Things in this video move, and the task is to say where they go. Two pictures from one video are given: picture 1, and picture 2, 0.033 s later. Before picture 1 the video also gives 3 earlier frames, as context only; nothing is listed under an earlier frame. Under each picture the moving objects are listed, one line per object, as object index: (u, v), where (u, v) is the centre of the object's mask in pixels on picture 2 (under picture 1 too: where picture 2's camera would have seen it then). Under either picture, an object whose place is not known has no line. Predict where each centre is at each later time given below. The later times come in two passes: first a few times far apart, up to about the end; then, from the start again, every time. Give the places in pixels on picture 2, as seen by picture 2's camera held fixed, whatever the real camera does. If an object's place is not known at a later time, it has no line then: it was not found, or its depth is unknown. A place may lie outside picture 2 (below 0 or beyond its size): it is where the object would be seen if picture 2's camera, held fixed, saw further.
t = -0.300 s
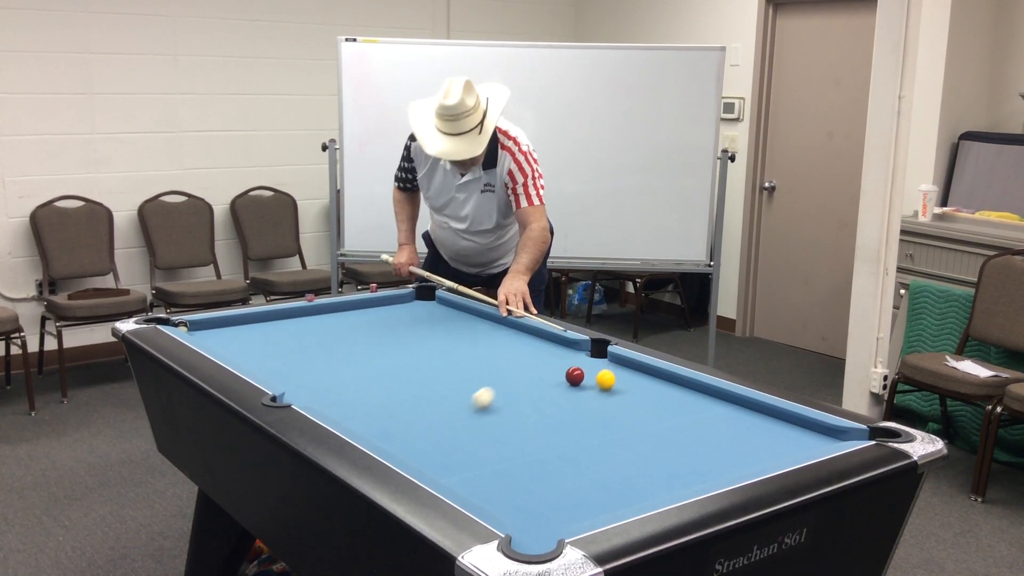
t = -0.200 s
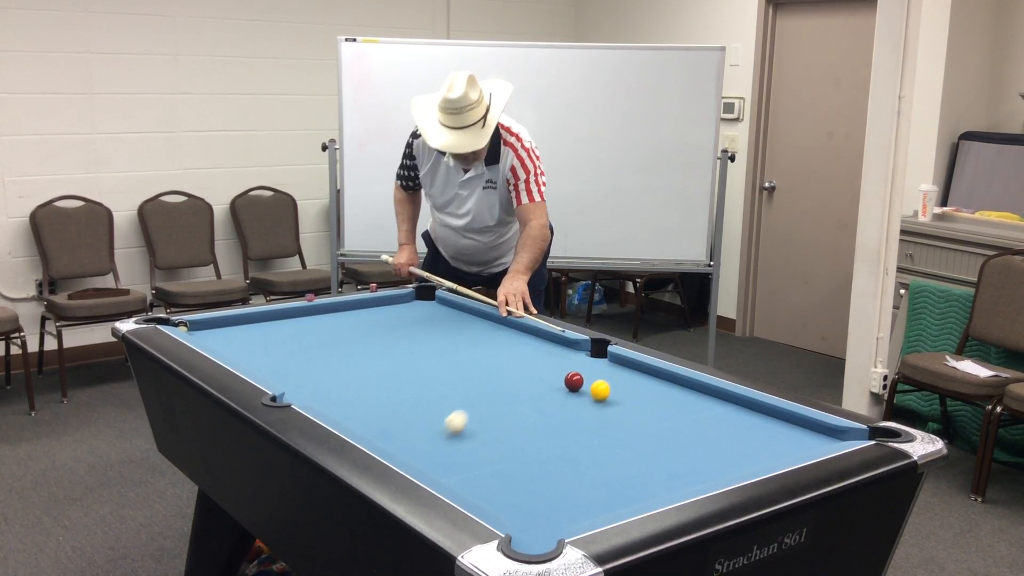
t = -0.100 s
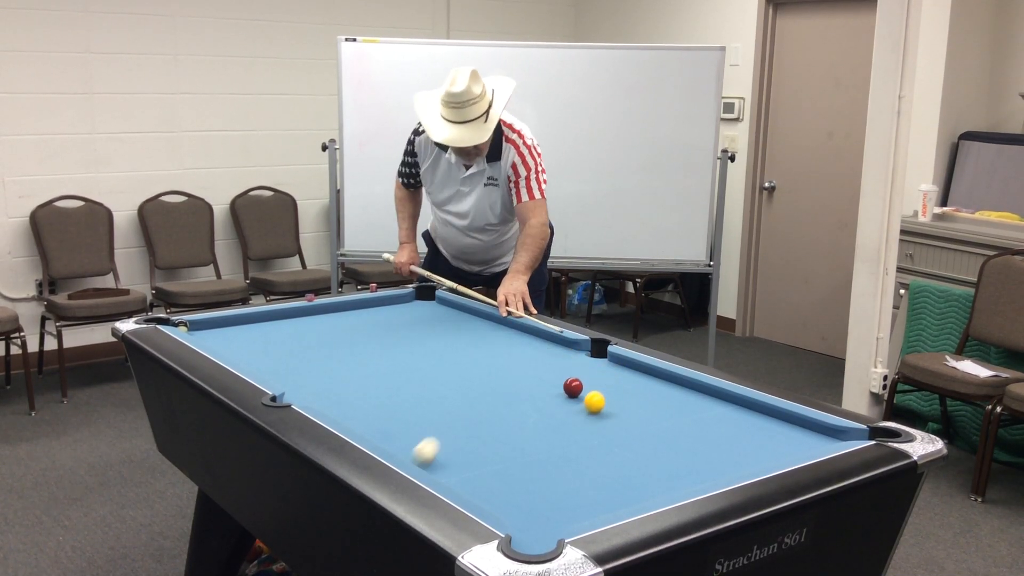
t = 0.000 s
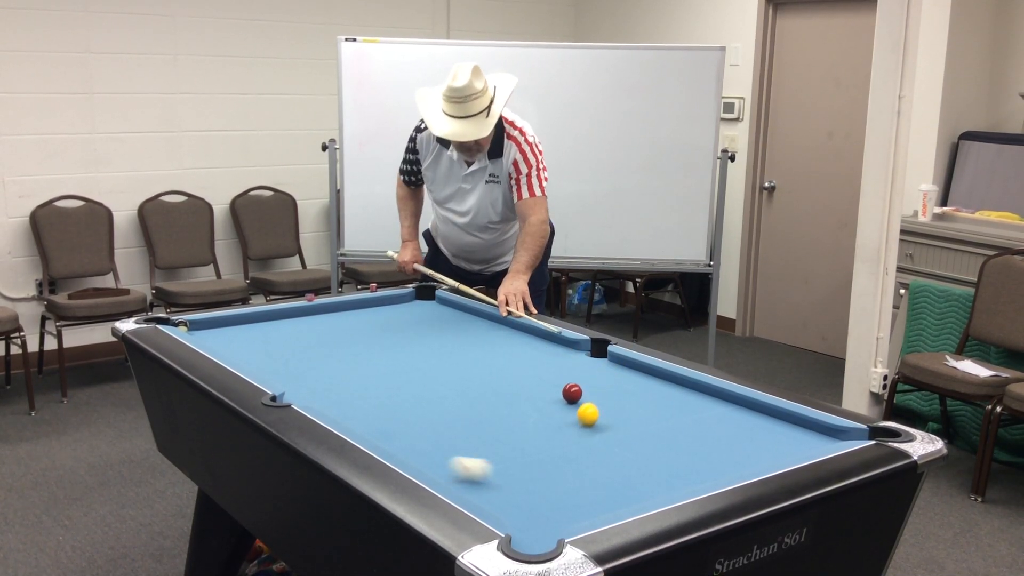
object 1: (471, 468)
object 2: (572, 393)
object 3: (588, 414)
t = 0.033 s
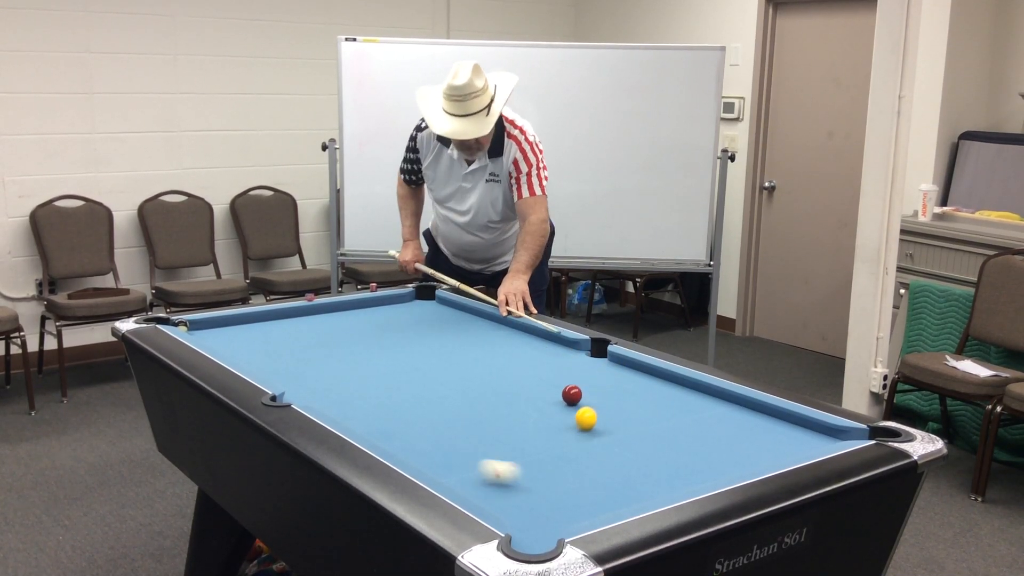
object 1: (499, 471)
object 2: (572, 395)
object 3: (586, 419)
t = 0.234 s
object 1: (659, 489)
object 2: (570, 407)
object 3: (572, 446)
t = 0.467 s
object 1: (666, 436)
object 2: (568, 422)
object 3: (552, 485)
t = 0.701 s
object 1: (673, 395)
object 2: (565, 438)
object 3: (529, 531)
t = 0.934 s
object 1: (620, 375)
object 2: (562, 455)
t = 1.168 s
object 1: (531, 365)
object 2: (559, 472)
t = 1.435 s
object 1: (437, 356)
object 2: (555, 494)
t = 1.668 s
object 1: (360, 349)
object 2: (550, 513)
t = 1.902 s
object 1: (287, 341)
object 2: (546, 533)
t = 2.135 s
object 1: (218, 335)
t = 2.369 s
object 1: (197, 328)
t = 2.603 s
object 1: (212, 323)
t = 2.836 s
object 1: (227, 321)
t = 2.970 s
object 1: (235, 321)
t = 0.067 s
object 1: (527, 475)
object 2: (571, 397)
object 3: (584, 423)
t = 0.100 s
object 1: (555, 479)
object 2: (571, 399)
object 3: (581, 427)
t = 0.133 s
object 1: (581, 483)
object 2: (571, 401)
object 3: (579, 432)
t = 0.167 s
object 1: (609, 487)
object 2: (571, 403)
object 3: (577, 436)
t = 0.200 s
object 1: (635, 491)
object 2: (570, 405)
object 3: (574, 441)
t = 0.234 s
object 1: (659, 489)
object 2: (570, 407)
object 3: (572, 446)
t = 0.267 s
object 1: (662, 483)
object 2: (570, 409)
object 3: (569, 451)
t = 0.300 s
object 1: (662, 474)
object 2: (569, 412)
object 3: (566, 457)
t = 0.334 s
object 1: (661, 465)
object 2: (569, 414)
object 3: (564, 462)
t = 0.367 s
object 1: (662, 457)
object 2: (569, 416)
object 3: (561, 468)
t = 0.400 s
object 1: (663, 450)
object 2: (569, 418)
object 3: (558, 473)
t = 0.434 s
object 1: (664, 443)
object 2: (568, 420)
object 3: (555, 479)
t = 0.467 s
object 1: (666, 436)
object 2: (568, 422)
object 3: (552, 485)
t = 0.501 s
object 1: (667, 429)
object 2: (567, 425)
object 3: (549, 491)
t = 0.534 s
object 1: (668, 423)
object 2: (567, 427)
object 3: (546, 497)
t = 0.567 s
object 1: (669, 417)
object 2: (567, 429)
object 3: (543, 504)
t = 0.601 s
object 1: (670, 411)
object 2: (566, 431)
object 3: (539, 510)
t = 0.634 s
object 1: (671, 406)
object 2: (566, 434)
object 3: (536, 517)
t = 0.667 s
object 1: (672, 400)
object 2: (565, 436)
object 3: (532, 524)
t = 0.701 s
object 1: (673, 395)
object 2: (565, 438)
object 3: (529, 531)
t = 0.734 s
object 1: (674, 390)
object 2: (565, 441)
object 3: (526, 538)
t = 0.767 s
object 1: (674, 385)
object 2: (565, 443)
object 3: (530, 543)
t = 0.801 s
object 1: (675, 380)
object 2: (564, 445)
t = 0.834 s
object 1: (664, 378)
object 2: (564, 448)
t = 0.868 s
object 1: (649, 377)
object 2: (563, 450)
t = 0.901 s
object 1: (635, 376)
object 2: (563, 453)
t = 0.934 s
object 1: (620, 375)
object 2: (562, 455)
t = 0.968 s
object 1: (607, 373)
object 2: (562, 458)
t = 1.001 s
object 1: (594, 372)
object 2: (561, 460)
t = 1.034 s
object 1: (581, 370)
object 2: (561, 462)
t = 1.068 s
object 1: (569, 369)
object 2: (561, 465)
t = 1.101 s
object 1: (556, 368)
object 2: (560, 467)
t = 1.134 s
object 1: (543, 367)
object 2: (560, 470)
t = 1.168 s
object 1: (531, 365)
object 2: (559, 472)
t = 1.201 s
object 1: (519, 364)
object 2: (559, 475)
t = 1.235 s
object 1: (507, 363)
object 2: (558, 478)
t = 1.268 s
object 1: (495, 362)
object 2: (558, 480)
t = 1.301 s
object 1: (483, 361)
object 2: (557, 483)
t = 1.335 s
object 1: (471, 360)
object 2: (557, 486)
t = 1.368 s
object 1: (460, 358)
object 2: (556, 488)
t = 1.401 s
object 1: (448, 357)
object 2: (555, 491)
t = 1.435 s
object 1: (437, 356)
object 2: (555, 494)
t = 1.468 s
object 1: (426, 355)
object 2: (554, 496)
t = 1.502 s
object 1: (414, 354)
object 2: (554, 499)
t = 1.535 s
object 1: (403, 353)
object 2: (553, 502)
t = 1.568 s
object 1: (392, 352)
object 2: (552, 505)
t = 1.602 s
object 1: (381, 351)
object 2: (552, 507)
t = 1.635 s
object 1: (370, 349)
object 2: (551, 510)
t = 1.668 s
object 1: (360, 349)
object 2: (550, 513)
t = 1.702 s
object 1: (349, 348)
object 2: (550, 516)
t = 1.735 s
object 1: (338, 346)
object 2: (549, 519)
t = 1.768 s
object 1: (328, 345)
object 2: (549, 522)
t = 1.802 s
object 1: (318, 344)
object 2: (548, 525)
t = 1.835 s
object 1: (307, 343)
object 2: (547, 528)
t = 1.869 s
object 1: (297, 342)
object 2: (547, 531)
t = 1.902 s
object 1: (287, 341)
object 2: (546, 533)
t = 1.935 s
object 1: (277, 341)
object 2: (545, 536)
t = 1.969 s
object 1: (267, 339)
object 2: (544, 538)
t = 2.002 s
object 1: (257, 339)
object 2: (543, 540)
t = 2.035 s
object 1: (247, 338)
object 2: (542, 542)
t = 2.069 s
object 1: (238, 337)
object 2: (540, 546)
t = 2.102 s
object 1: (228, 335)
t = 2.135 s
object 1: (218, 335)
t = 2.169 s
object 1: (209, 333)
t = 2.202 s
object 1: (200, 332)
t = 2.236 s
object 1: (191, 329)
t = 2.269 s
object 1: (188, 328)
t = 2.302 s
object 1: (190, 327)
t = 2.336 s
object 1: (194, 328)
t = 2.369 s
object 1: (197, 328)
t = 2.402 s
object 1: (199, 327)
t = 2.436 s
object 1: (201, 326)
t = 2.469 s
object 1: (204, 326)
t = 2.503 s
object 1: (206, 325)
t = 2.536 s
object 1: (208, 325)
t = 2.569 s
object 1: (210, 324)
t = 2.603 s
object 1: (212, 323)
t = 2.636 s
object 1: (214, 323)
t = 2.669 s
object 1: (216, 322)
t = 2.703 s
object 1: (218, 322)
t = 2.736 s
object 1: (220, 322)
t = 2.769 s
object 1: (223, 321)
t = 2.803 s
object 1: (225, 321)
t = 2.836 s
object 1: (227, 321)
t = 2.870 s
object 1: (229, 321)
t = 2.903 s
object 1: (231, 321)
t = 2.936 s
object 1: (233, 321)
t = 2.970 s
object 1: (235, 321)
